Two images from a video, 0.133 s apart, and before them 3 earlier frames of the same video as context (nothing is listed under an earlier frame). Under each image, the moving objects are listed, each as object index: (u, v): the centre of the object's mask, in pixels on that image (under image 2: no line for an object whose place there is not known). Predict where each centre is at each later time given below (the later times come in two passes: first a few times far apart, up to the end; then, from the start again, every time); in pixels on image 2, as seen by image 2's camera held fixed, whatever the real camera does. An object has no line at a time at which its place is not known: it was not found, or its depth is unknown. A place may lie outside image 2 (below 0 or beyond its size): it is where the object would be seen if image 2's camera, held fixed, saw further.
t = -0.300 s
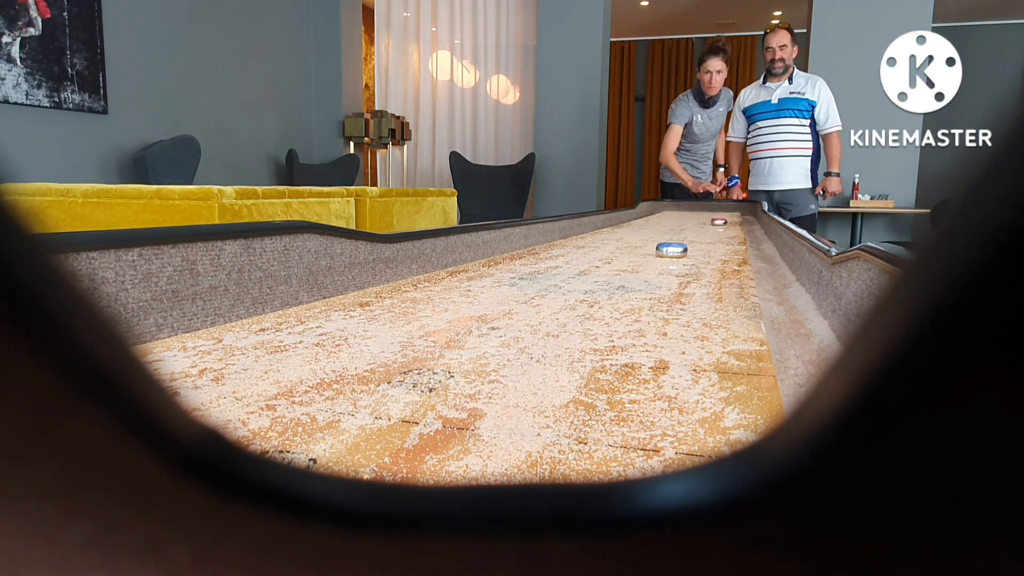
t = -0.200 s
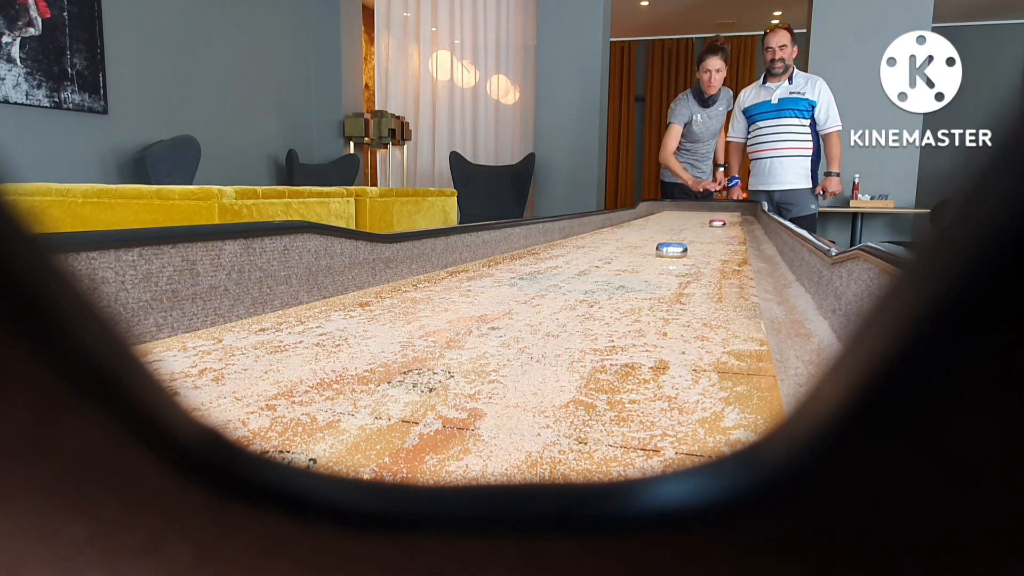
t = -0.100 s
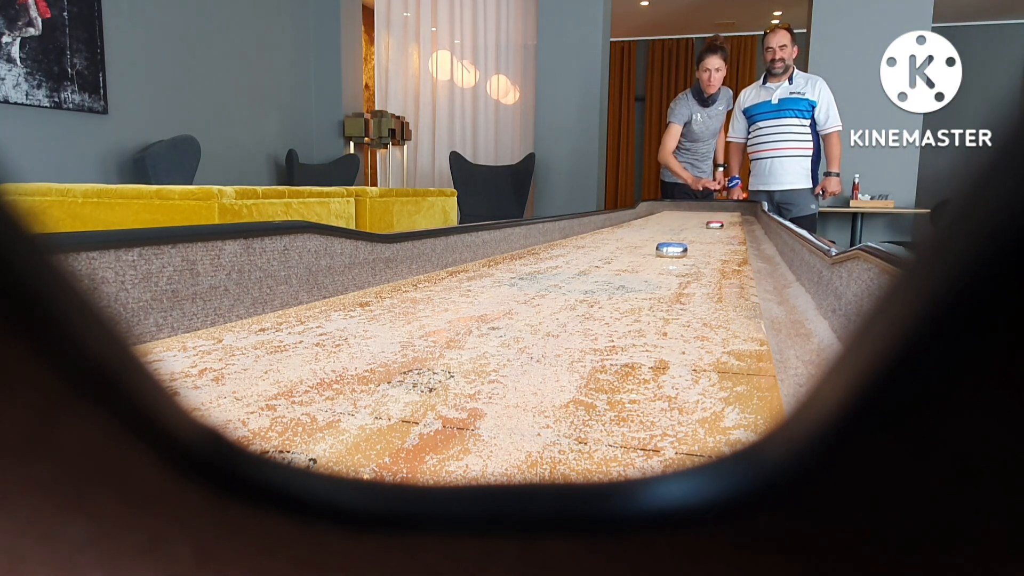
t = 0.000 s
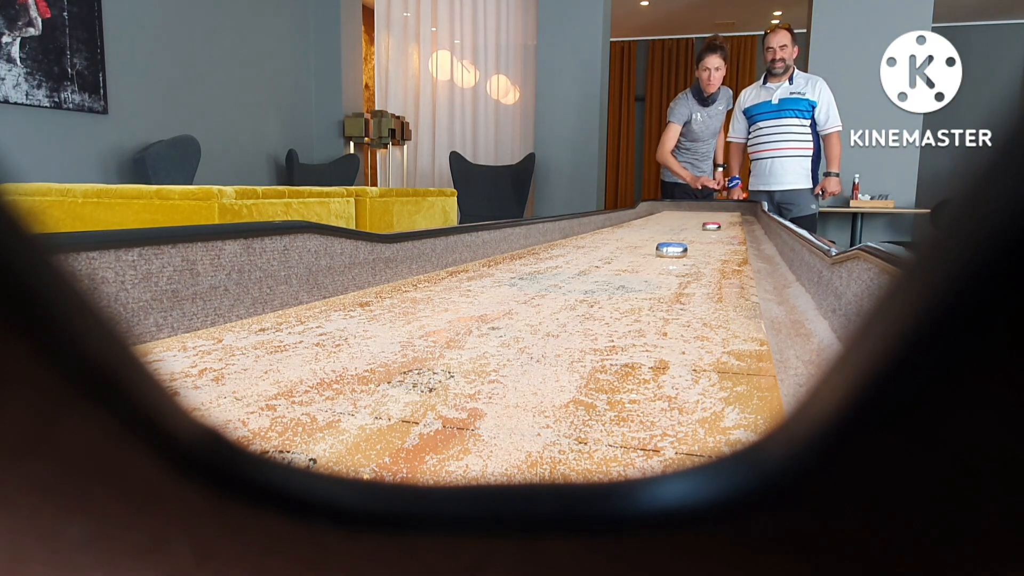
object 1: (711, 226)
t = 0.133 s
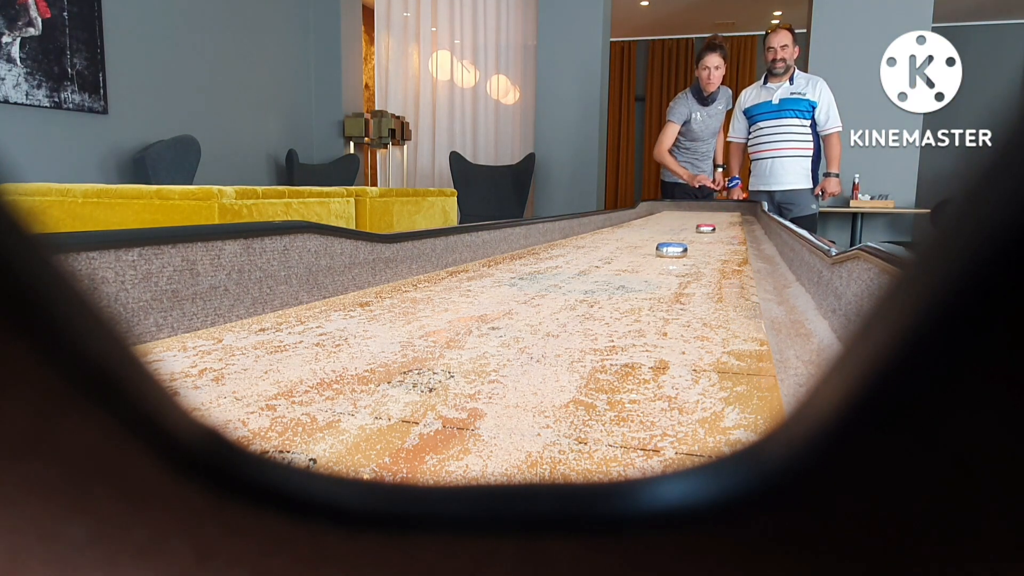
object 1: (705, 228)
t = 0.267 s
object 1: (698, 231)
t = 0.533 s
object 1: (679, 237)
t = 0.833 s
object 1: (646, 245)
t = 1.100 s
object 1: (610, 254)
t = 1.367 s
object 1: (558, 267)
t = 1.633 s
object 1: (489, 285)
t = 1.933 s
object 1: (373, 319)
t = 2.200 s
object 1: (204, 374)
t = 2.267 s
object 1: (178, 385)
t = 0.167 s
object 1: (704, 229)
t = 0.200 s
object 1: (702, 230)
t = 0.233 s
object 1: (700, 230)
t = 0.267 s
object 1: (698, 231)
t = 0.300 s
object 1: (696, 232)
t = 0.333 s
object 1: (694, 232)
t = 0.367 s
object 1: (692, 233)
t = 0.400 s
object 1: (690, 234)
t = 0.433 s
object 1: (687, 235)
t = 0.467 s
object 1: (684, 235)
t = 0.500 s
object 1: (682, 236)
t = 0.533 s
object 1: (679, 237)
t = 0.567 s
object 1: (676, 237)
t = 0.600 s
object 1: (673, 237)
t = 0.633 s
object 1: (670, 237)
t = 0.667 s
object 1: (666, 238)
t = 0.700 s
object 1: (661, 239)
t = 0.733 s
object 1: (657, 240)
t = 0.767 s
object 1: (653, 242)
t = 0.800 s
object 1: (649, 243)
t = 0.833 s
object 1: (646, 245)
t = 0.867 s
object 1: (643, 246)
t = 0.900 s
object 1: (640, 247)
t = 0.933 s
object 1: (634, 248)
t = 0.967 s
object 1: (630, 249)
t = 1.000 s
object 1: (626, 251)
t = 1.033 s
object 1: (620, 252)
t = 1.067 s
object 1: (615, 253)
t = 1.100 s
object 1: (610, 254)
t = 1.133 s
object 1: (604, 256)
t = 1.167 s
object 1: (599, 257)
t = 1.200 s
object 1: (592, 259)
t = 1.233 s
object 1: (586, 260)
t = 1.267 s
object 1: (580, 262)
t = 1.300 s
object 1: (573, 264)
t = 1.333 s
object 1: (566, 266)
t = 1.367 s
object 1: (558, 267)
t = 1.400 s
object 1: (551, 269)
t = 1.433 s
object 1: (543, 271)
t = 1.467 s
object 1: (535, 273)
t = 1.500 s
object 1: (526, 275)
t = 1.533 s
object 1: (518, 277)
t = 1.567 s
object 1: (509, 279)
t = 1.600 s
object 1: (499, 282)
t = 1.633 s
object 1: (489, 285)
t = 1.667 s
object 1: (479, 288)
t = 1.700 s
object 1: (468, 291)
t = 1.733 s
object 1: (457, 295)
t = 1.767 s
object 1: (444, 298)
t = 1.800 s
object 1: (432, 301)
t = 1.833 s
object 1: (419, 305)
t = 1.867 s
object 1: (404, 309)
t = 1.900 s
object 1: (390, 314)
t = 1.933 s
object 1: (373, 319)
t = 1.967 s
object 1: (357, 324)
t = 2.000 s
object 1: (340, 330)
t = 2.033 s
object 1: (320, 336)
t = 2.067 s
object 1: (300, 343)
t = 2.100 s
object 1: (277, 350)
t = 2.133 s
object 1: (253, 358)
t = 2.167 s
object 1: (228, 366)
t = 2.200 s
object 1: (204, 374)
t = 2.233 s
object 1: (190, 381)
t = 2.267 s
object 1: (178, 385)
